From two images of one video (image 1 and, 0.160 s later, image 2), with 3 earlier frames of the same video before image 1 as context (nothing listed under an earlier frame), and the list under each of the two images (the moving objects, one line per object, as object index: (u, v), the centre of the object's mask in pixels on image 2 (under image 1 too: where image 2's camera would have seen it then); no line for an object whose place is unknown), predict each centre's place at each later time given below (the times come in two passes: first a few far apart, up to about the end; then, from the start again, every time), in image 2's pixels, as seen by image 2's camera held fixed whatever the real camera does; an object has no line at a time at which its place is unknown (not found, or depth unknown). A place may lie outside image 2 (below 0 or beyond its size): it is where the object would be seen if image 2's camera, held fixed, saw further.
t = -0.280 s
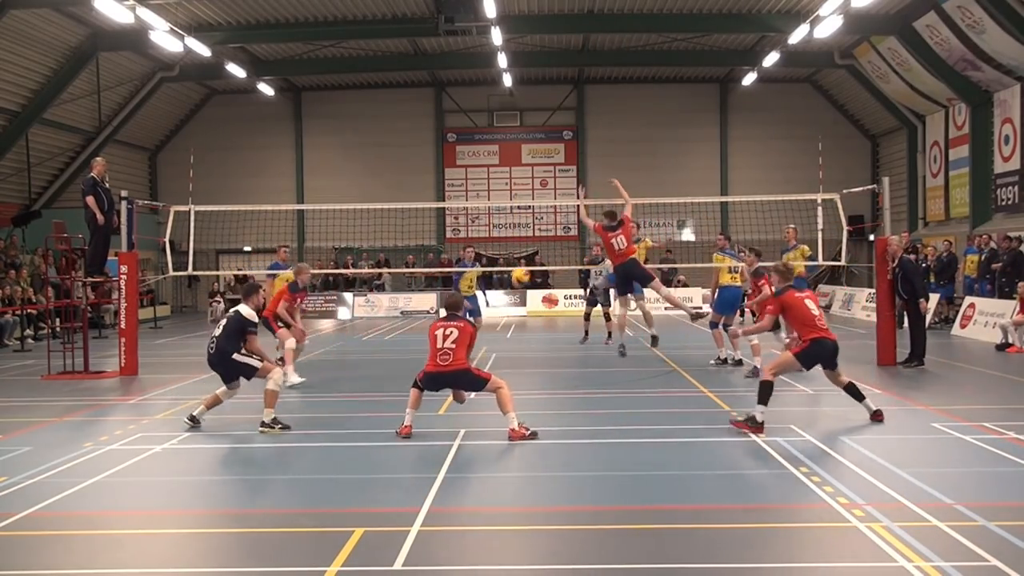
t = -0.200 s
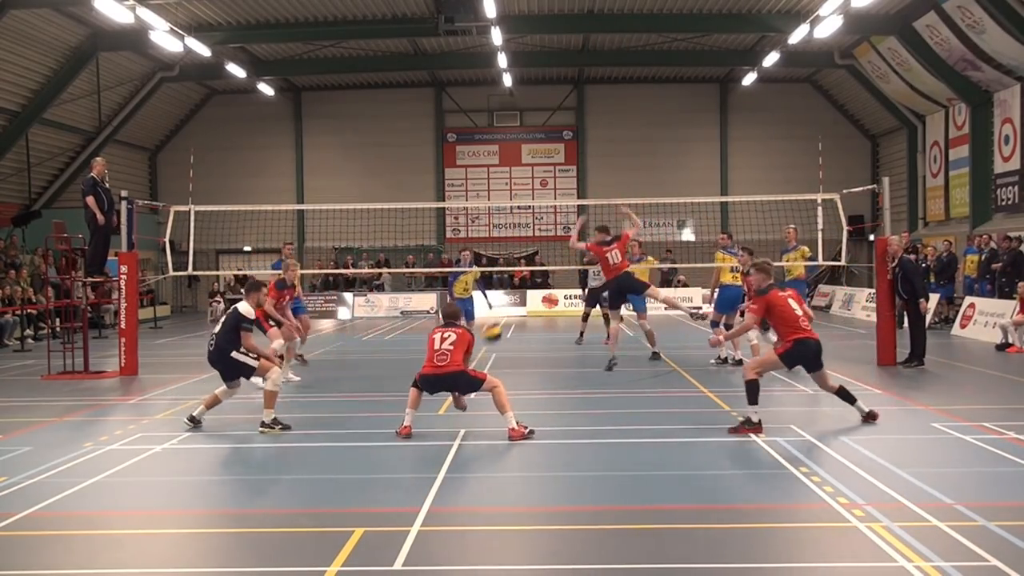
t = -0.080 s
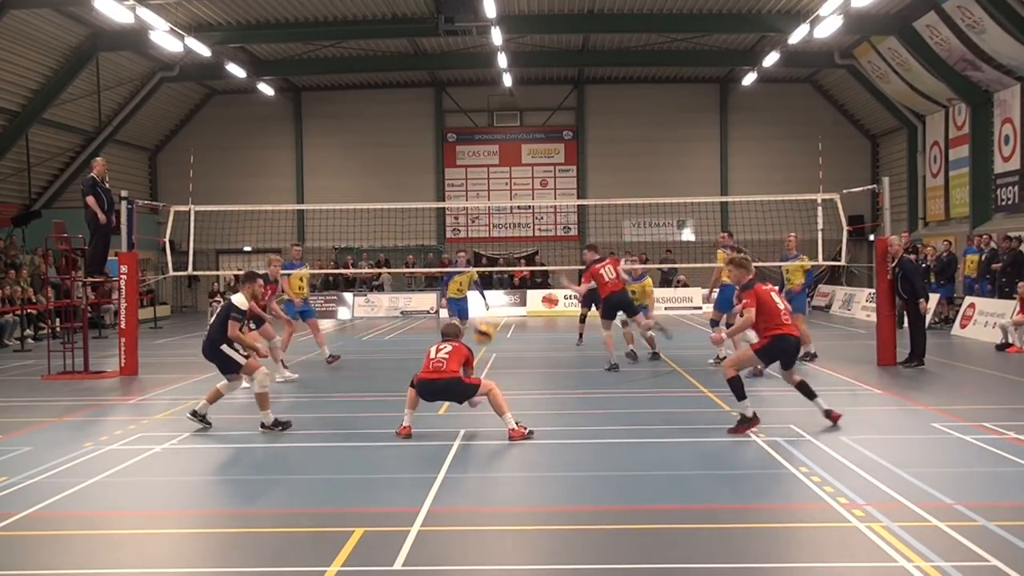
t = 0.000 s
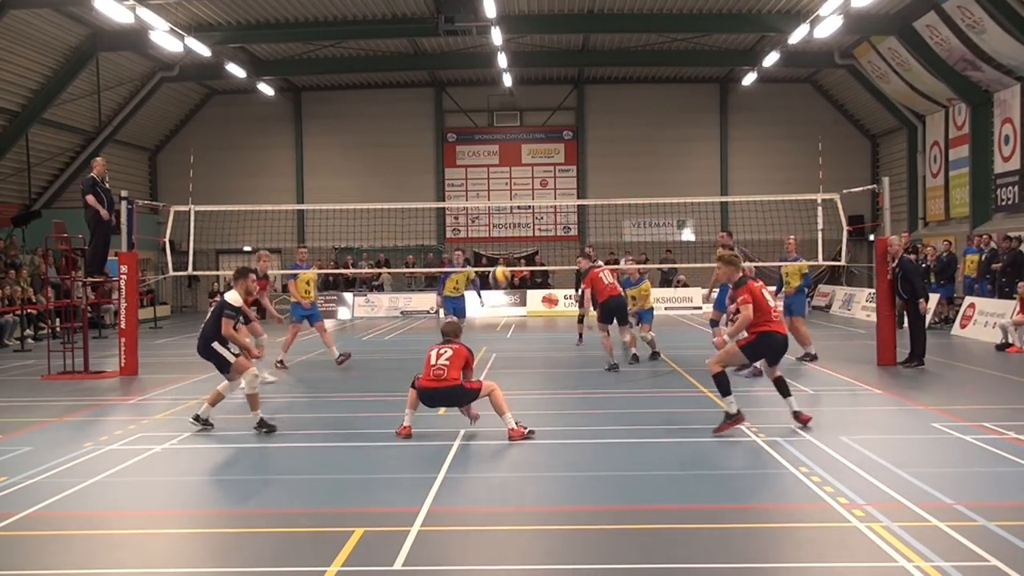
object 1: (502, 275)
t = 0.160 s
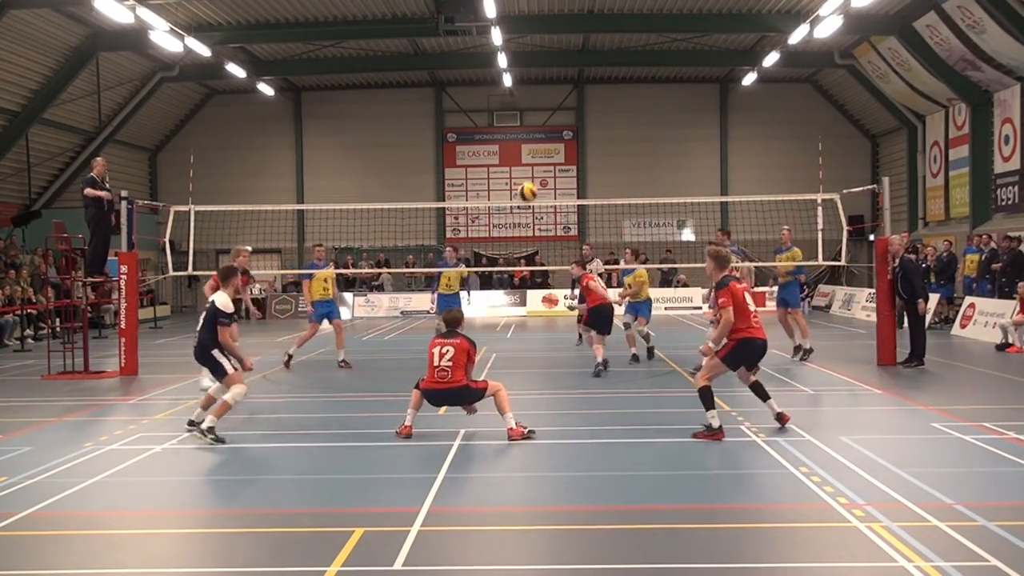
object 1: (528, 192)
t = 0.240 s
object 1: (540, 160)
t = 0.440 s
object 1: (566, 114)
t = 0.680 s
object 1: (593, 104)
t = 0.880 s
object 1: (611, 125)
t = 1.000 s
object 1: (621, 150)
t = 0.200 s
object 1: (534, 176)
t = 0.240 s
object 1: (540, 160)
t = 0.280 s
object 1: (545, 148)
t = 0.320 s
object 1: (550, 138)
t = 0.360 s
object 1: (556, 129)
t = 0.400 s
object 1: (561, 120)
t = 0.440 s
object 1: (566, 114)
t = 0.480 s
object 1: (571, 109)
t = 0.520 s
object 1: (576, 106)
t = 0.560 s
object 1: (580, 102)
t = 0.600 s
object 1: (584, 102)
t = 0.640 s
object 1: (588, 102)
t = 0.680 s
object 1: (593, 104)
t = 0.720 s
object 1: (597, 105)
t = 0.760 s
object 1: (600, 109)
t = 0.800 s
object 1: (604, 114)
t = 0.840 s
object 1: (608, 118)
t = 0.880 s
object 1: (611, 125)
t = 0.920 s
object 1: (615, 133)
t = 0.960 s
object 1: (618, 141)
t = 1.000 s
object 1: (621, 150)
